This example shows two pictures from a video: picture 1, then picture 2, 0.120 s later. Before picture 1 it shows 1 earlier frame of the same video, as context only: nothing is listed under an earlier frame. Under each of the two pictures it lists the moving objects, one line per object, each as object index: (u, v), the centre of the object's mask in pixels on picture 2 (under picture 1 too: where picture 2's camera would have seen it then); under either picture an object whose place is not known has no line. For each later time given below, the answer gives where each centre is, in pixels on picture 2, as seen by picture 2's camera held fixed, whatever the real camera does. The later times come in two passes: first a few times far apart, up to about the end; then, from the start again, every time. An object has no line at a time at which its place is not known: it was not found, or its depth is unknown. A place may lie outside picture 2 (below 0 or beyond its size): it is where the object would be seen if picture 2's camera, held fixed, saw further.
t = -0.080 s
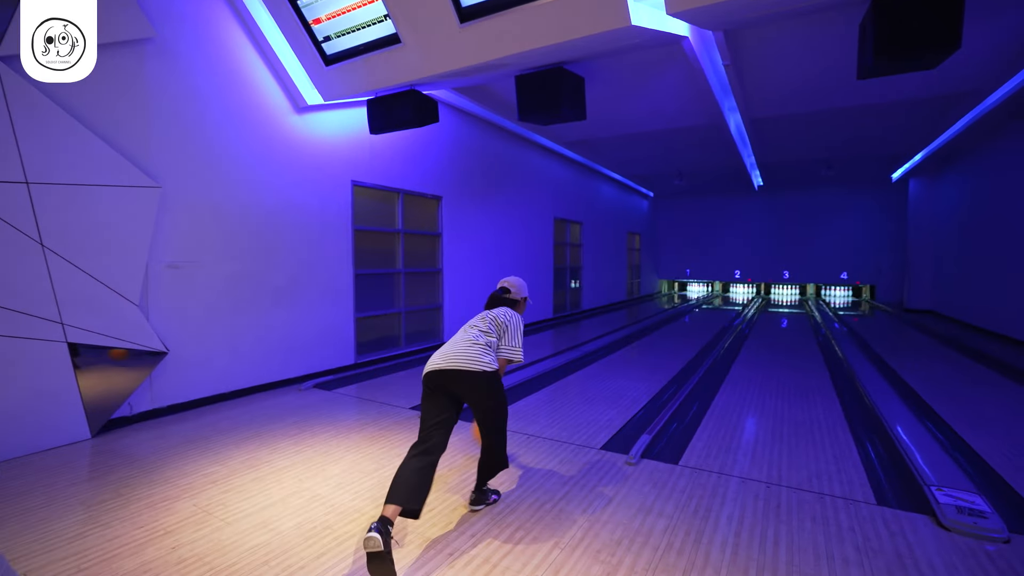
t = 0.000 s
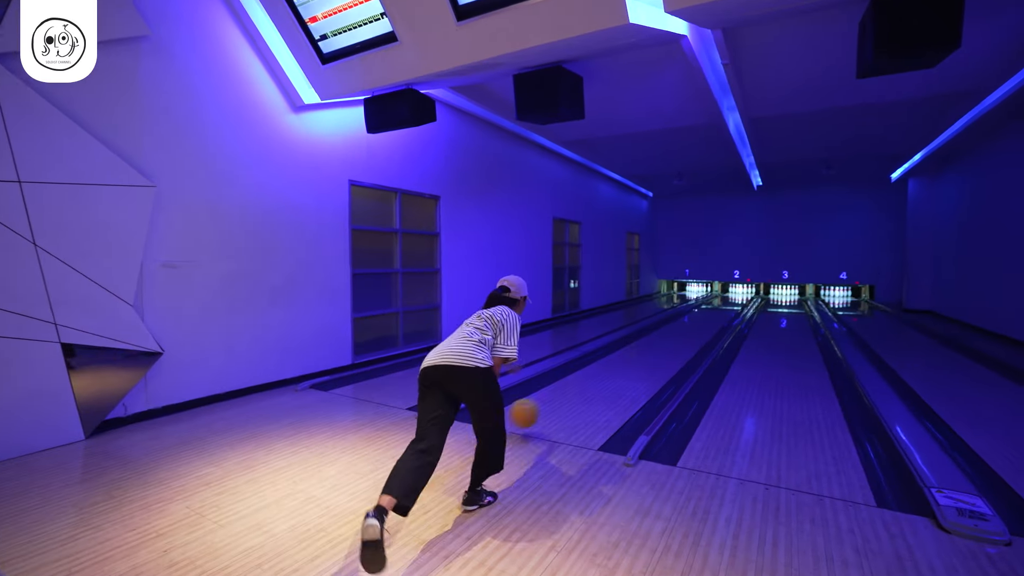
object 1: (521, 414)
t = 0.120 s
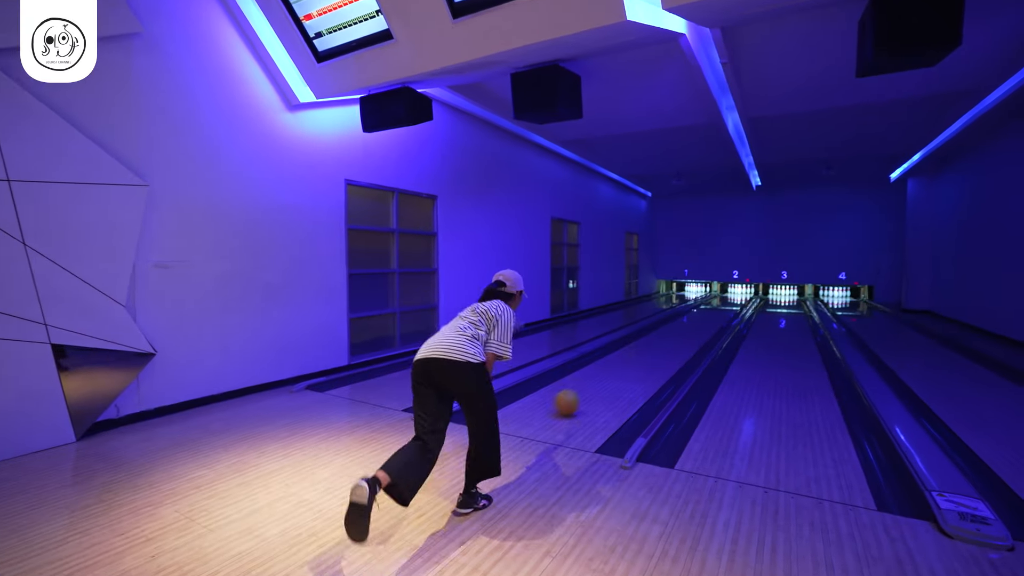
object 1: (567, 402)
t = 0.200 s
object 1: (590, 391)
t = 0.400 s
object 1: (633, 368)
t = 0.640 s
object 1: (667, 351)
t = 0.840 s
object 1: (687, 340)
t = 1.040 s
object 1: (703, 331)
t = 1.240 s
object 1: (715, 325)
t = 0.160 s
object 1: (578, 396)
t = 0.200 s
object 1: (590, 391)
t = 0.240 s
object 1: (600, 386)
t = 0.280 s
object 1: (609, 381)
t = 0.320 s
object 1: (618, 377)
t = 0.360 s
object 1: (626, 372)
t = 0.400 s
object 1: (633, 368)
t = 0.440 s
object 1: (640, 365)
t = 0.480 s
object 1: (646, 362)
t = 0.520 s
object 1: (652, 359)
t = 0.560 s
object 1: (657, 356)
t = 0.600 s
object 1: (662, 353)
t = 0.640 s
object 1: (667, 351)
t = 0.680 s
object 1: (672, 348)
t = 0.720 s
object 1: (676, 346)
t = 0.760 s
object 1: (680, 344)
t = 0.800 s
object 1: (684, 342)
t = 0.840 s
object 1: (687, 340)
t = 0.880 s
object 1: (691, 338)
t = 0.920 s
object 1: (694, 336)
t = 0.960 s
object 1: (697, 334)
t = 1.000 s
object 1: (700, 333)
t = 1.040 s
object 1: (703, 331)
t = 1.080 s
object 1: (706, 330)
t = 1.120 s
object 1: (708, 329)
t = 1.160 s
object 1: (711, 327)
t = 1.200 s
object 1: (713, 326)
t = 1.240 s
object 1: (715, 325)
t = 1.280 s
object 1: (717, 324)
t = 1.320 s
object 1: (719, 323)
